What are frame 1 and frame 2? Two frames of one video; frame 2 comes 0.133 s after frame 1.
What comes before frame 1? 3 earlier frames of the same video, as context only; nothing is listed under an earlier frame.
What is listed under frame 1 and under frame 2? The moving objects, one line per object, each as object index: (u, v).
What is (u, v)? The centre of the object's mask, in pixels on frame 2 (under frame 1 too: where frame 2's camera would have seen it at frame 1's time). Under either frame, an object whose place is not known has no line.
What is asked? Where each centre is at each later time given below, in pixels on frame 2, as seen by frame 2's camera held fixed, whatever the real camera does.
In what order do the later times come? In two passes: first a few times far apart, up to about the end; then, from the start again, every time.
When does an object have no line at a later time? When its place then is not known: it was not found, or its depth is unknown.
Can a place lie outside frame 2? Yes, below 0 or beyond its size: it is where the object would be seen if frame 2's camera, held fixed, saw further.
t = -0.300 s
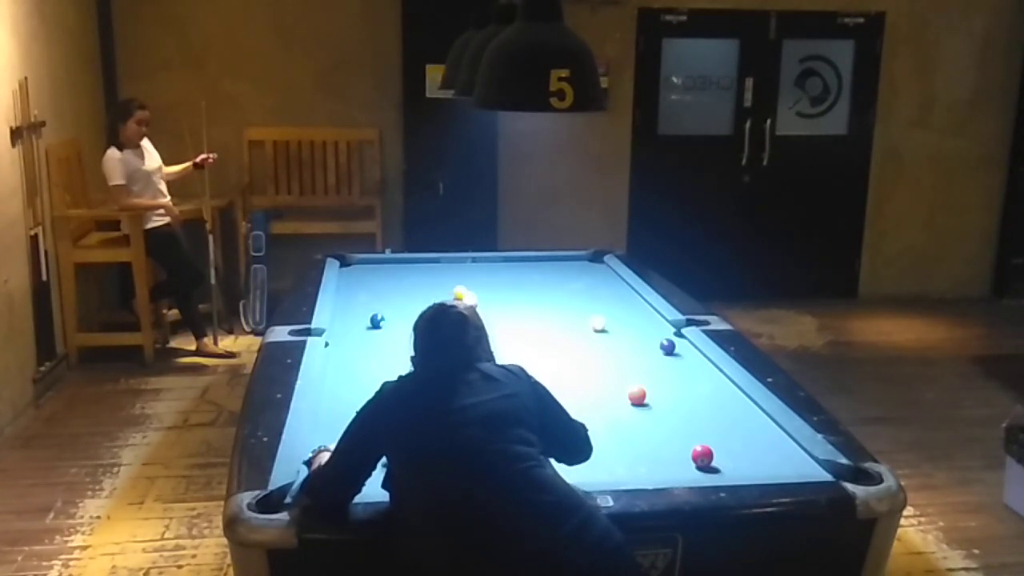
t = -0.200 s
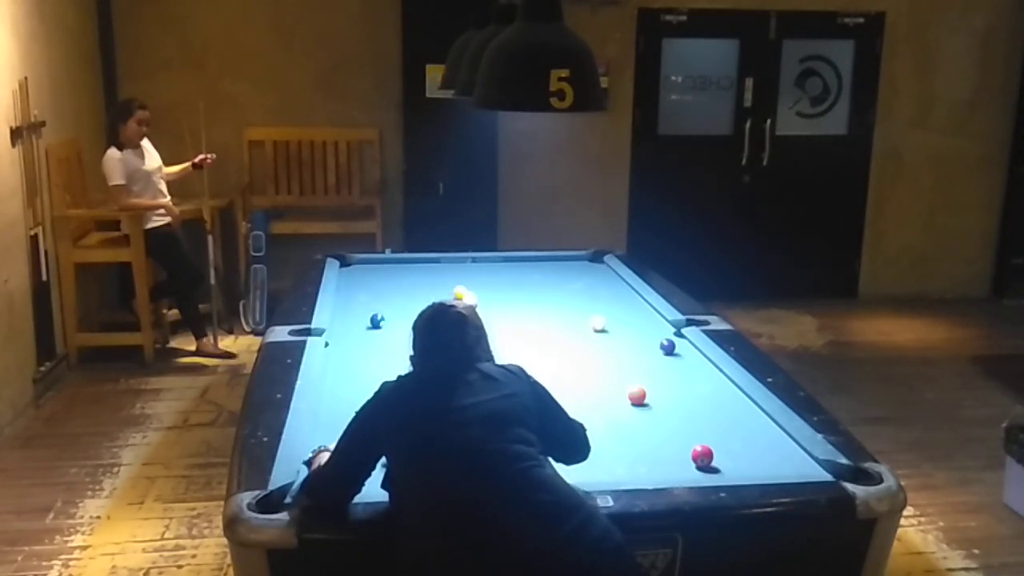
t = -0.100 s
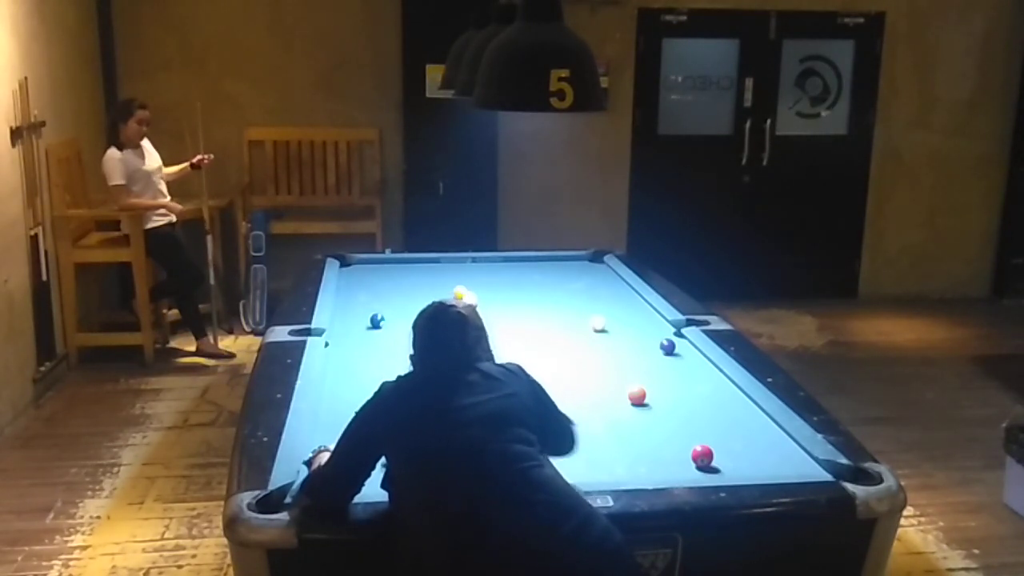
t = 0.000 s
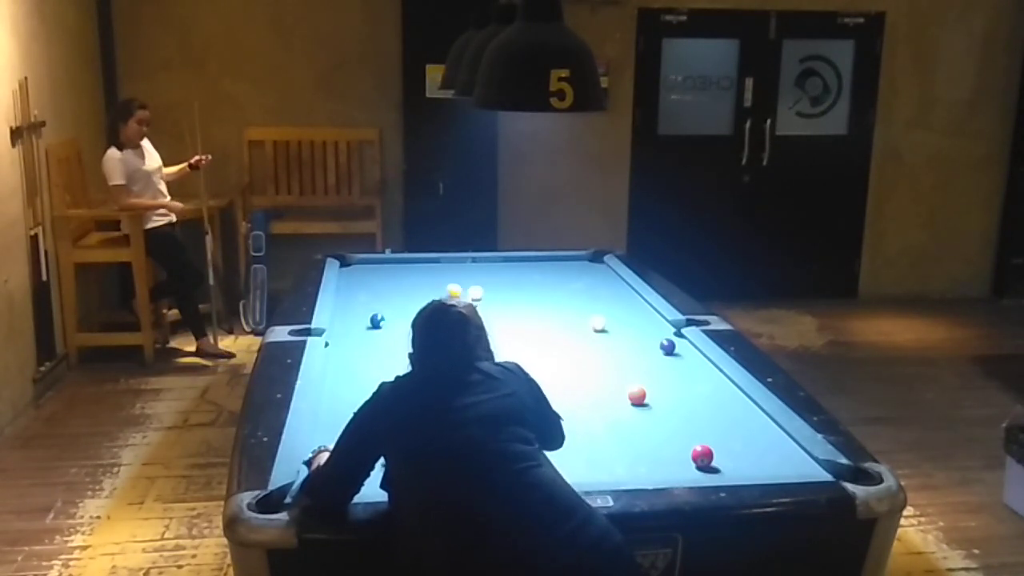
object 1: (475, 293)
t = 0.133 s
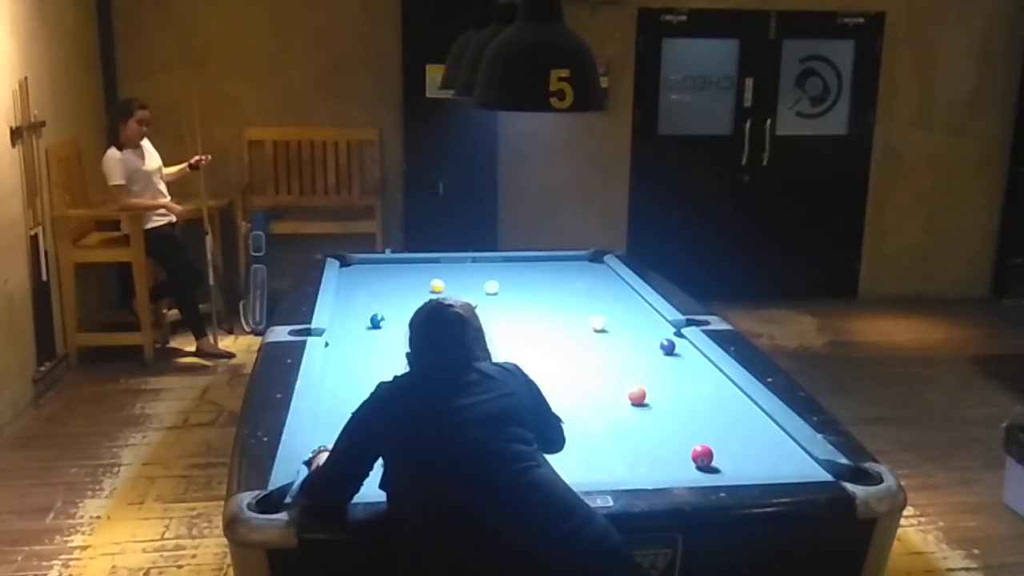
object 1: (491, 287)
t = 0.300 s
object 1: (510, 281)
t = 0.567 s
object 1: (537, 271)
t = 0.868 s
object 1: (564, 262)
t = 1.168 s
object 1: (587, 259)
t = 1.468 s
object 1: (596, 262)
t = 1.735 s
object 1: (591, 265)
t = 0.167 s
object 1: (495, 286)
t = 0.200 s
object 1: (499, 284)
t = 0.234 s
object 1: (503, 283)
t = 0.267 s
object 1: (506, 282)
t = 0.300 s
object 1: (510, 281)
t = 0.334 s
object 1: (514, 279)
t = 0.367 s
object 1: (517, 278)
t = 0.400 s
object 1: (521, 277)
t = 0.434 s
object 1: (524, 276)
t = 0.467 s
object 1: (527, 275)
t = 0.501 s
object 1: (531, 273)
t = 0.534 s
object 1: (534, 272)
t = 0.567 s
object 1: (537, 271)
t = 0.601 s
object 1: (540, 270)
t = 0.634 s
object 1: (543, 269)
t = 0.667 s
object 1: (546, 268)
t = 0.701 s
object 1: (549, 267)
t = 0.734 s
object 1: (552, 266)
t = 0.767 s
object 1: (555, 265)
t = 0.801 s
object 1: (558, 264)
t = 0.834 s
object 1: (561, 263)
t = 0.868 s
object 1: (564, 262)
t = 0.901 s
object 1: (567, 261)
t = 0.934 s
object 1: (569, 260)
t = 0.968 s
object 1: (572, 259)
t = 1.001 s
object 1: (575, 258)
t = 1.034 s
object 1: (577, 257)
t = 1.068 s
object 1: (580, 258)
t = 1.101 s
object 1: (582, 258)
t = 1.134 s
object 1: (584, 258)
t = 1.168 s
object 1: (587, 259)
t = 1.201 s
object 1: (589, 259)
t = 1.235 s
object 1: (591, 260)
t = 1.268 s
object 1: (594, 260)
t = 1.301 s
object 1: (596, 260)
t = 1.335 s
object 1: (598, 261)
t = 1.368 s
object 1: (598, 261)
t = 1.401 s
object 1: (597, 261)
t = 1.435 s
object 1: (597, 262)
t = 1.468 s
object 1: (596, 262)
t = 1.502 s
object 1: (595, 263)
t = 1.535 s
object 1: (595, 263)
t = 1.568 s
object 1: (594, 263)
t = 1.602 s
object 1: (593, 264)
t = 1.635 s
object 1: (593, 264)
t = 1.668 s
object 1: (592, 265)
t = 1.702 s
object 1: (591, 265)
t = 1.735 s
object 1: (591, 265)
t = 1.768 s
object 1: (590, 266)
